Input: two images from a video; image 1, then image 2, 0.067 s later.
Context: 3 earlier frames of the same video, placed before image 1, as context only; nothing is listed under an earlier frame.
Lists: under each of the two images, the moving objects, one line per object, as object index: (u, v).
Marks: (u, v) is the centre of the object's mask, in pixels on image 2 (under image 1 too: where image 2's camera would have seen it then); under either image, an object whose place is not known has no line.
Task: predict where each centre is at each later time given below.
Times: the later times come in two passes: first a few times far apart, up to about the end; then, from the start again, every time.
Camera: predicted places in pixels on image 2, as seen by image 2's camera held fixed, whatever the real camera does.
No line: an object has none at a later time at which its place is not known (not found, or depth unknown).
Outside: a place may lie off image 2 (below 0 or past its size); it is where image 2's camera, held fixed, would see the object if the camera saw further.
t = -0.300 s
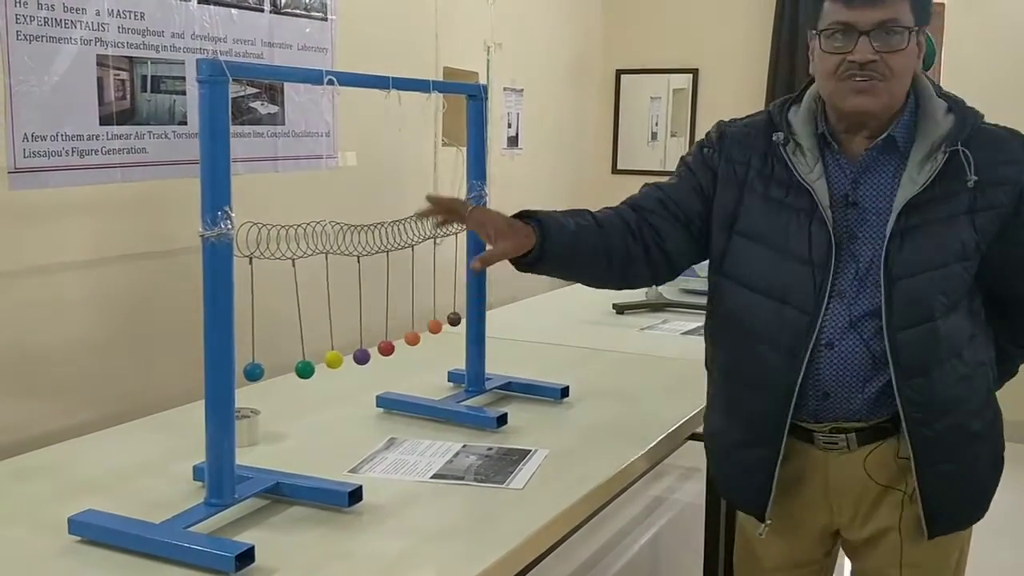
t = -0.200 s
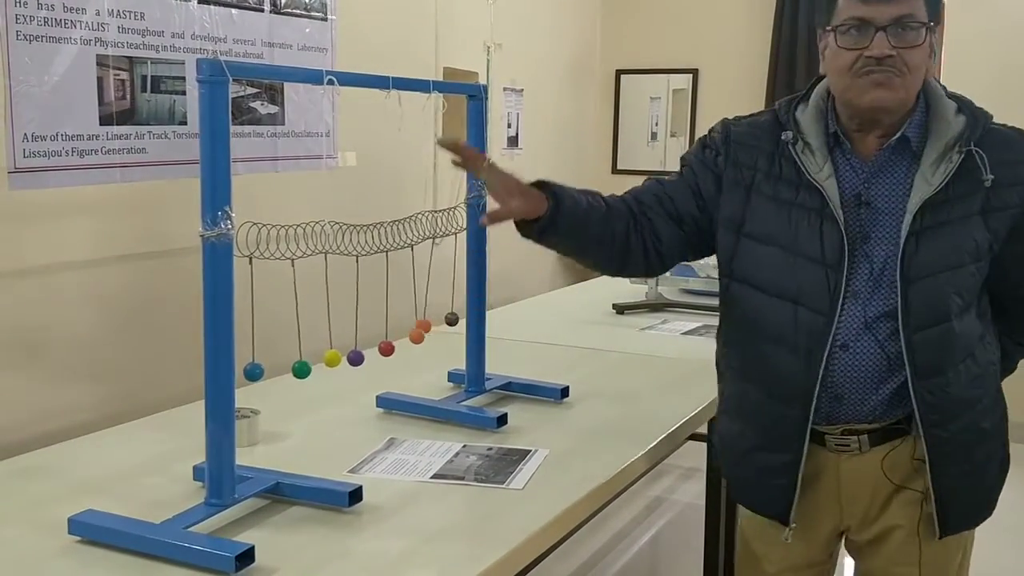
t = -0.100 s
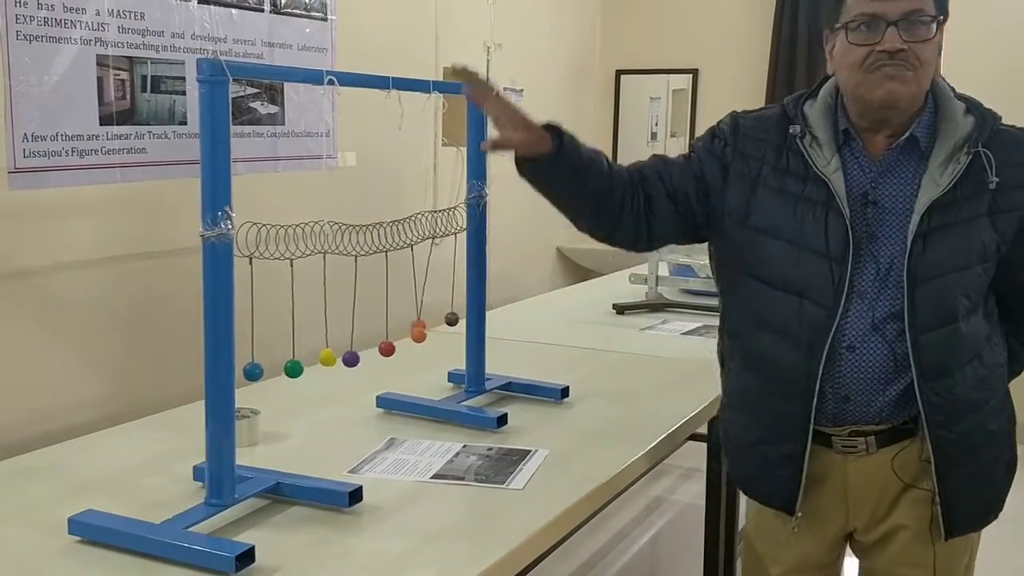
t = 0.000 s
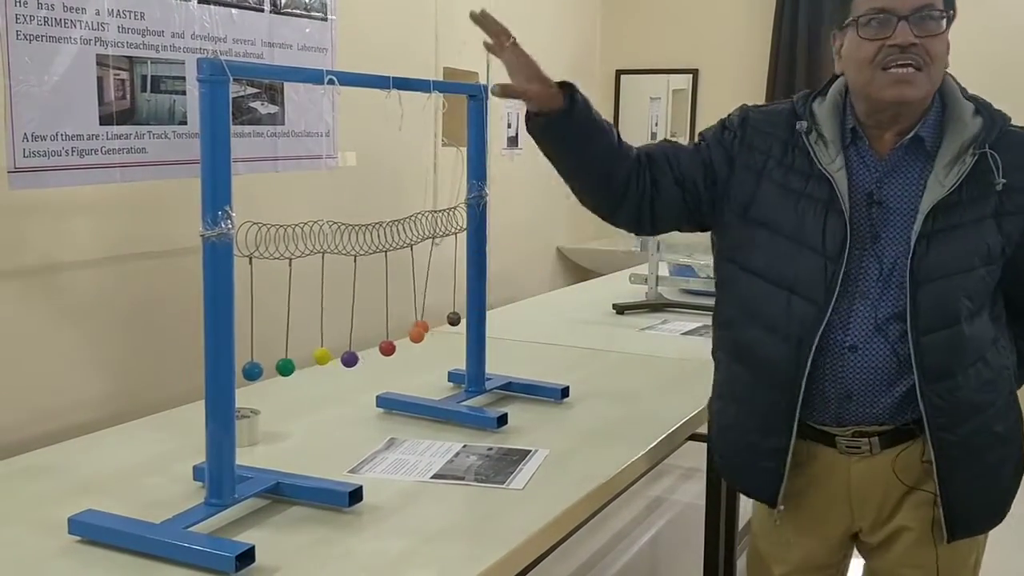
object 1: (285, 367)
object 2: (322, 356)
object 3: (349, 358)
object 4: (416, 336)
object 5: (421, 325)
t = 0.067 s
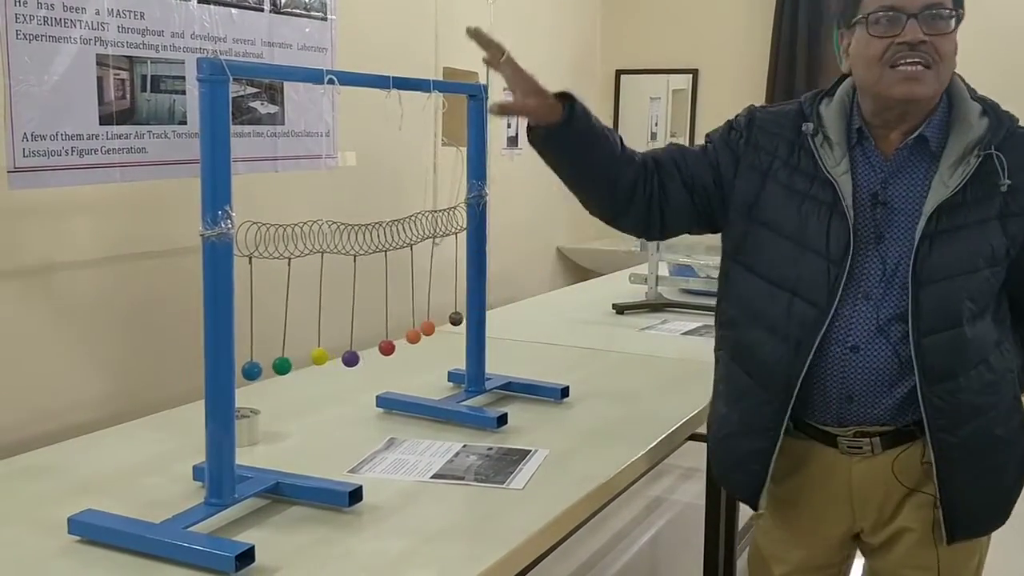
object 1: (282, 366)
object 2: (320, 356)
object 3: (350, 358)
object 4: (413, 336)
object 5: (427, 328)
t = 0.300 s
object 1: (290, 368)
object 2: (321, 359)
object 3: (360, 356)
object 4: (404, 339)
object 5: (450, 327)
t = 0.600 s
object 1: (305, 369)
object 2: (335, 359)
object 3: (361, 357)
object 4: (418, 337)
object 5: (430, 326)
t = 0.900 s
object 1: (285, 366)
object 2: (324, 356)
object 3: (354, 358)
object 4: (413, 337)
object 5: (428, 328)
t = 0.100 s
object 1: (281, 365)
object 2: (318, 357)
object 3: (351, 358)
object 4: (411, 337)
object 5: (431, 328)
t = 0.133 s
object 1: (281, 365)
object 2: (318, 357)
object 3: (352, 358)
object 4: (409, 337)
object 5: (435, 328)
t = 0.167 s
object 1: (281, 365)
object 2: (317, 357)
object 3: (354, 357)
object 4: (408, 338)
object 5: (440, 328)
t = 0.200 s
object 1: (283, 366)
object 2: (317, 358)
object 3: (356, 357)
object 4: (406, 338)
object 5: (443, 328)
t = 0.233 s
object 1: (284, 366)
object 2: (318, 358)
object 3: (358, 357)
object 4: (405, 338)
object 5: (446, 327)
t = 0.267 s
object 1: (287, 367)
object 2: (319, 359)
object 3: (359, 356)
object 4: (405, 339)
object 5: (448, 327)
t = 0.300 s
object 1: (290, 368)
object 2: (321, 359)
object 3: (360, 356)
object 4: (404, 339)
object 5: (450, 327)
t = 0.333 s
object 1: (293, 368)
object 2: (322, 359)
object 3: (362, 355)
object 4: (405, 339)
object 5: (451, 326)
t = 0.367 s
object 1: (296, 368)
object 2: (324, 360)
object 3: (363, 355)
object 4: (406, 339)
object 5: (451, 326)
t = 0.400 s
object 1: (299, 369)
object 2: (327, 360)
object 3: (363, 355)
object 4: (407, 339)
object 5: (449, 327)
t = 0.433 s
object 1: (301, 369)
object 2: (329, 360)
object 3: (364, 355)
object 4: (409, 339)
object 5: (447, 326)
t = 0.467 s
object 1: (303, 369)
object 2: (331, 360)
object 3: (364, 355)
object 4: (411, 338)
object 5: (444, 326)
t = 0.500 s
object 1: (305, 369)
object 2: (333, 359)
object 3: (363, 356)
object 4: (413, 338)
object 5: (441, 326)
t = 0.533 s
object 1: (305, 369)
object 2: (335, 359)
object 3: (363, 356)
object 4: (415, 338)
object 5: (437, 326)
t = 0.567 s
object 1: (306, 369)
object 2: (335, 359)
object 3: (362, 357)
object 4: (417, 337)
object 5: (433, 326)
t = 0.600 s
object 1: (305, 369)
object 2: (335, 359)
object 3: (361, 357)
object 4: (418, 337)
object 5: (430, 326)
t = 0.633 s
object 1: (304, 369)
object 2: (336, 358)
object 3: (360, 358)
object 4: (420, 337)
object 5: (427, 325)
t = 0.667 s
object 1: (303, 369)
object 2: (336, 358)
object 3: (359, 358)
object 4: (422, 336)
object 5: (424, 324)
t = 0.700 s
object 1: (300, 369)
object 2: (335, 358)
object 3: (358, 358)
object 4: (422, 335)
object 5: (422, 324)
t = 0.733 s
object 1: (298, 368)
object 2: (333, 357)
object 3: (357, 358)
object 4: (422, 336)
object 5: (421, 324)
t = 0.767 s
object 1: (295, 368)
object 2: (332, 357)
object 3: (356, 359)
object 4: (421, 336)
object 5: (421, 324)
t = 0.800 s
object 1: (292, 367)
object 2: (331, 357)
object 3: (356, 359)
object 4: (420, 336)
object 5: (422, 325)
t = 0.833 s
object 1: (289, 367)
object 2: (328, 357)
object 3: (355, 358)
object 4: (418, 337)
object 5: (424, 326)
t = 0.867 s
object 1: (287, 367)
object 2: (326, 357)
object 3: (355, 358)
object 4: (415, 337)
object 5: (425, 327)
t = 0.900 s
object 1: (285, 366)
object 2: (324, 356)
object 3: (354, 358)
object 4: (413, 337)
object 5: (428, 328)
